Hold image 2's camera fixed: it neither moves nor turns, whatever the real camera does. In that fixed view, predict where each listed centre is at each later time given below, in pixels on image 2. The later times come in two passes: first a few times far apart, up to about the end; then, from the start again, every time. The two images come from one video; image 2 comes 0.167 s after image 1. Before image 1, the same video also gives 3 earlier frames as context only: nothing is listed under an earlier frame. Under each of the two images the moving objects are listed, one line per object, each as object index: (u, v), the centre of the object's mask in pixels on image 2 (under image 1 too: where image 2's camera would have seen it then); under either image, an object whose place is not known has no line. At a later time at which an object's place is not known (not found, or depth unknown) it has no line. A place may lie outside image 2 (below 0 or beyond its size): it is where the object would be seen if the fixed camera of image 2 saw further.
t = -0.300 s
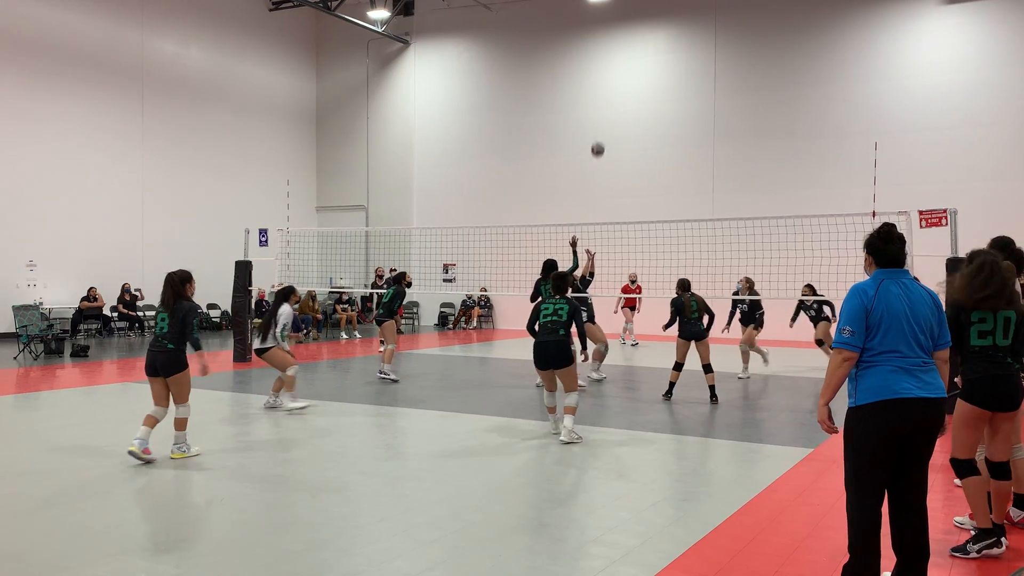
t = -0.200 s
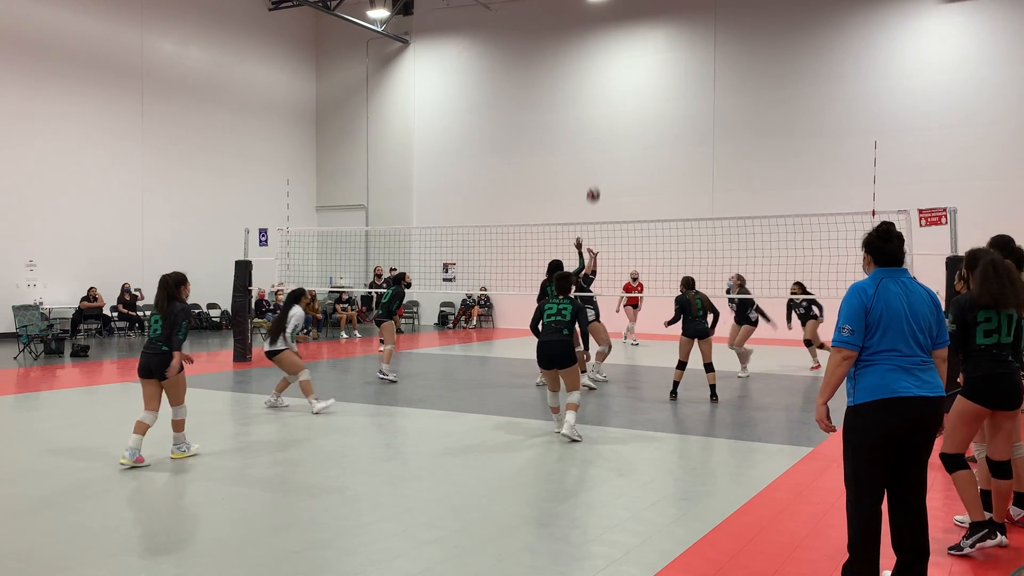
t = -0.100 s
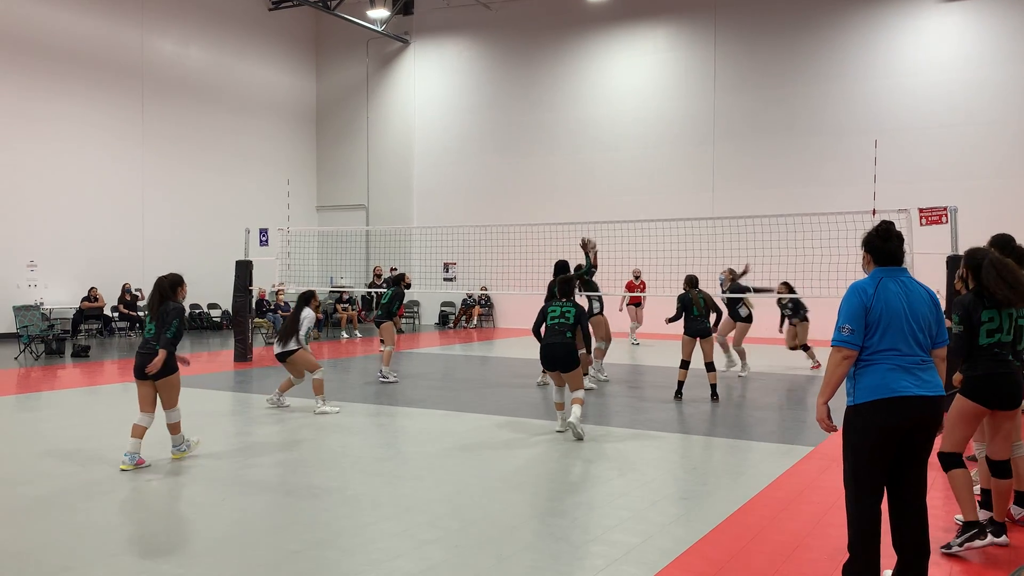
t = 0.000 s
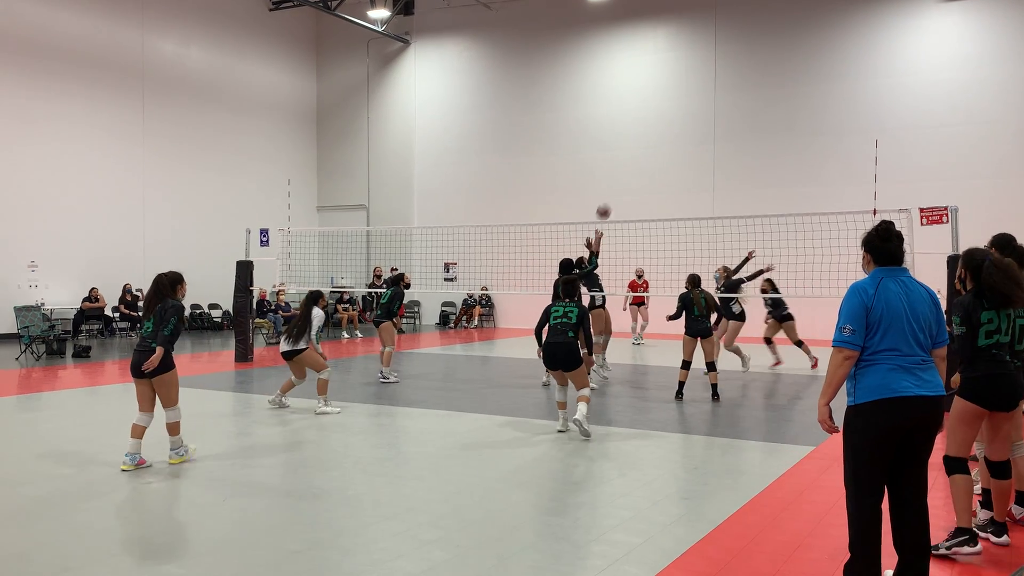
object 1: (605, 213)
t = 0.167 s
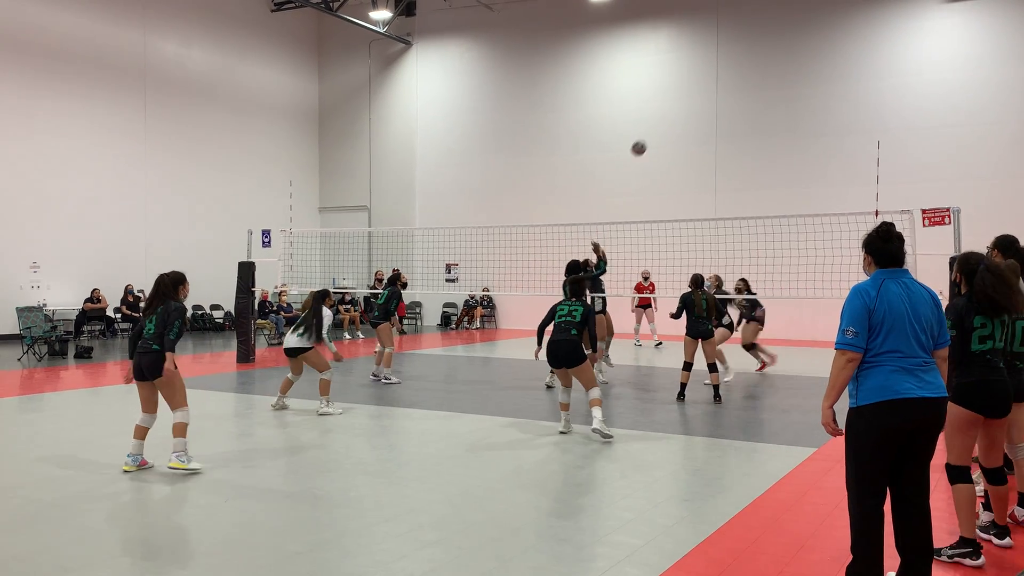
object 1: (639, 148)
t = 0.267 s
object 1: (660, 118)
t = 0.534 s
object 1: (716, 71)
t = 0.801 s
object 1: (775, 76)
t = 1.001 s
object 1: (820, 117)
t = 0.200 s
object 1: (645, 137)
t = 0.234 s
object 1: (653, 127)
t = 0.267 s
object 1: (660, 118)
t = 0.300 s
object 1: (667, 109)
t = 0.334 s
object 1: (674, 101)
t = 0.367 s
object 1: (681, 94)
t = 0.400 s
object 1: (688, 88)
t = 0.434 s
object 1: (695, 83)
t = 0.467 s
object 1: (702, 78)
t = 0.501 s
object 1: (709, 74)
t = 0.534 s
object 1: (716, 71)
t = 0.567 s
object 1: (723, 69)
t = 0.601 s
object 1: (730, 67)
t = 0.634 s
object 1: (738, 67)
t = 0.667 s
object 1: (745, 67)
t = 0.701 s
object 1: (752, 68)
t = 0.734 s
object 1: (760, 70)
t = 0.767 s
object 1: (767, 72)
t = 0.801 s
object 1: (775, 76)
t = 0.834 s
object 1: (782, 81)
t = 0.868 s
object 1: (789, 86)
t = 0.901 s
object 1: (797, 92)
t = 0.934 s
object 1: (804, 99)
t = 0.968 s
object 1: (812, 108)
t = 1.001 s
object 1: (820, 117)
